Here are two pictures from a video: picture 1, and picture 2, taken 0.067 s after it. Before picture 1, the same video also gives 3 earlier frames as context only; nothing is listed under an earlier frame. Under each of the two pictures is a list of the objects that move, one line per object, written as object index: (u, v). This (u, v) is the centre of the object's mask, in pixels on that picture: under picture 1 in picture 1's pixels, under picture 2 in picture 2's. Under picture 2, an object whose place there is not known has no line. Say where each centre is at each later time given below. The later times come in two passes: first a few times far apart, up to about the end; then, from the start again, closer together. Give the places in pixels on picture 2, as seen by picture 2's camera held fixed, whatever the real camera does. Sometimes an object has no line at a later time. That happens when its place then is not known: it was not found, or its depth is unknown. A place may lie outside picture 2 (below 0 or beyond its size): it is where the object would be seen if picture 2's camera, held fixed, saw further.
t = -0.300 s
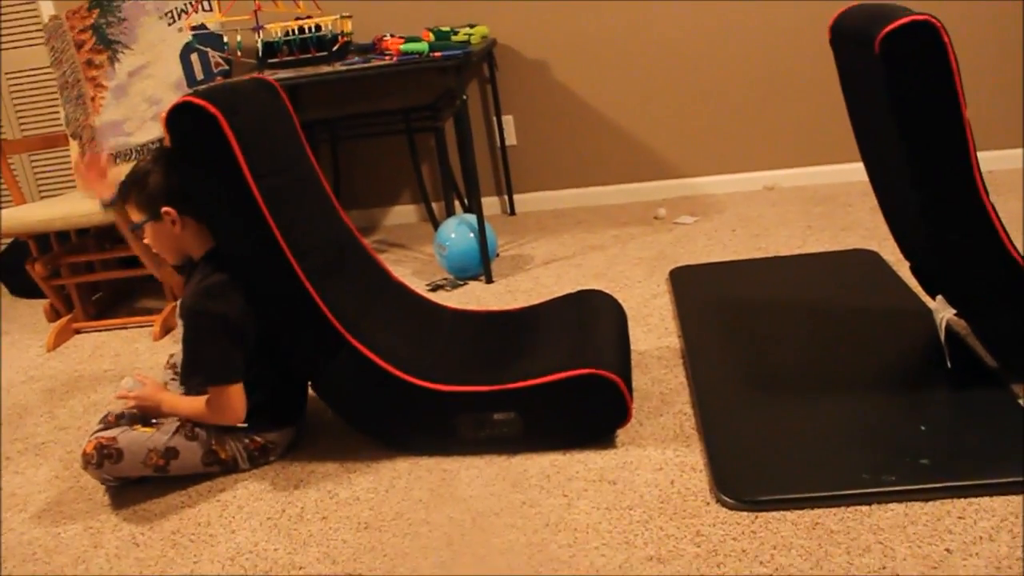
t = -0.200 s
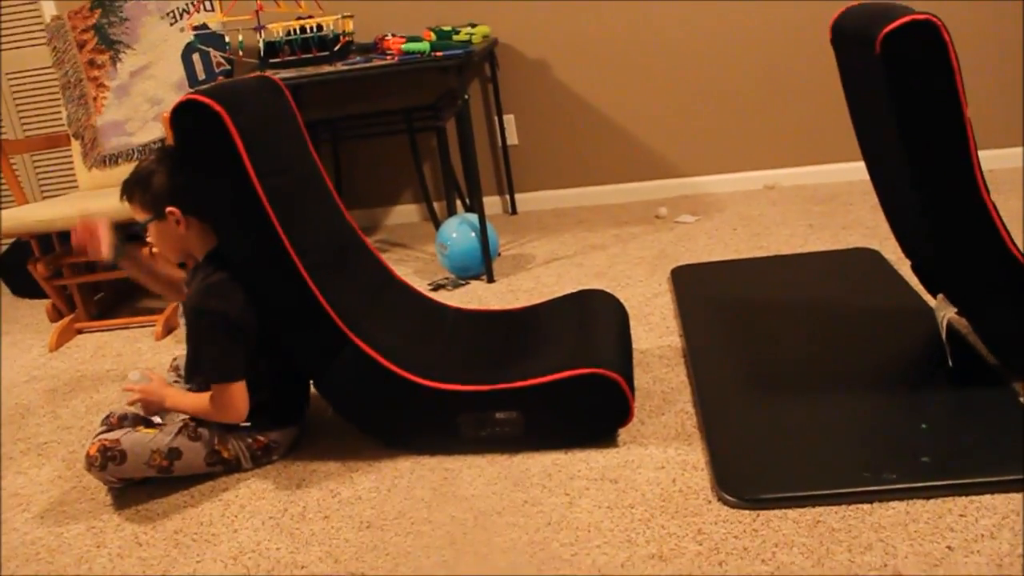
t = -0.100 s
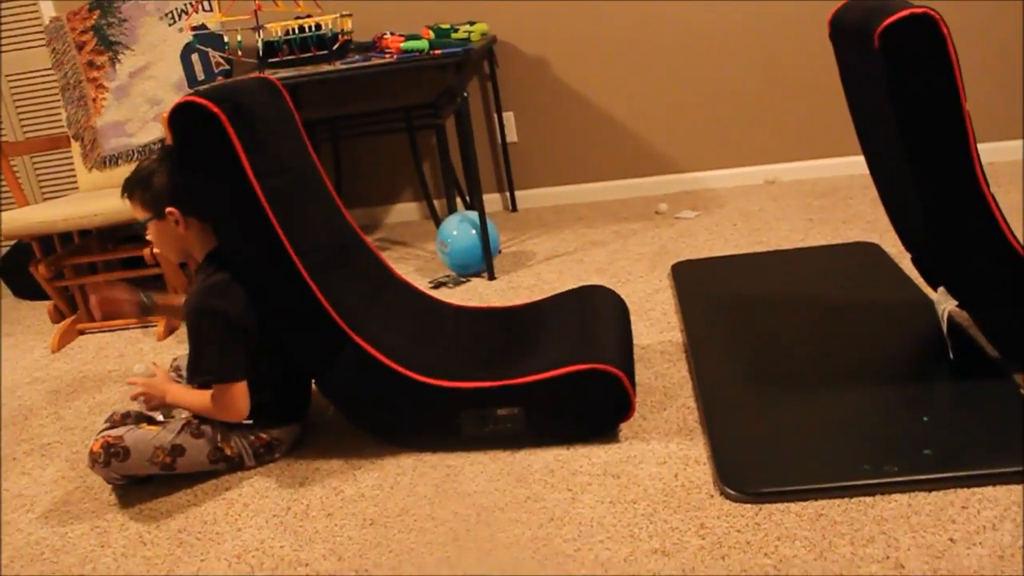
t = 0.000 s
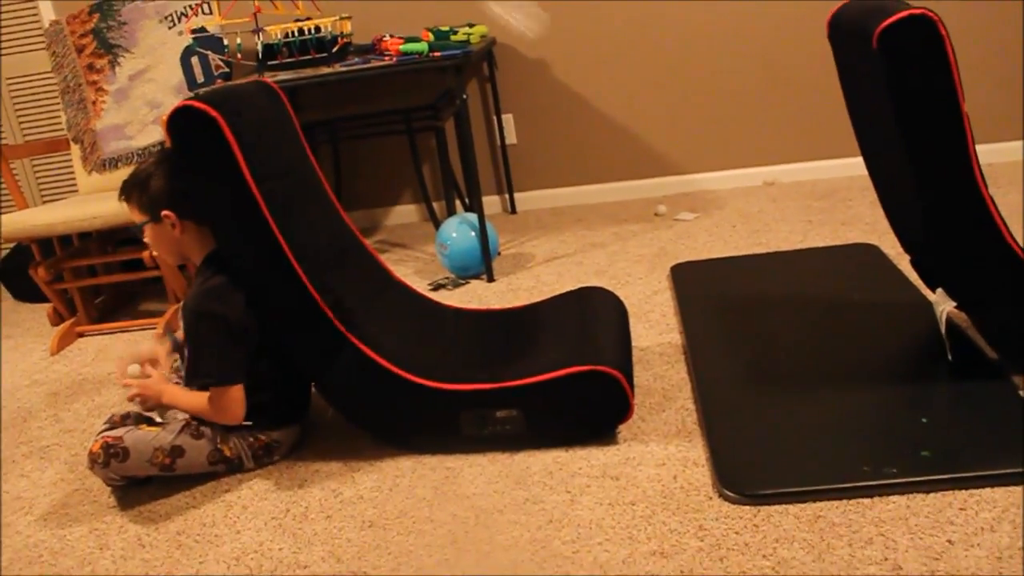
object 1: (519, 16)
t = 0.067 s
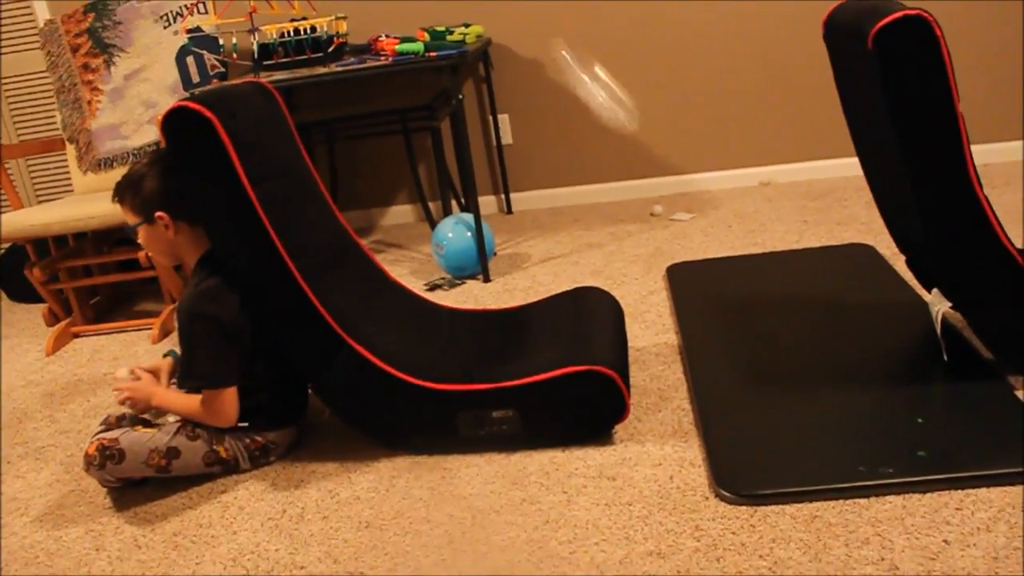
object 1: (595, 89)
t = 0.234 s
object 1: (810, 406)
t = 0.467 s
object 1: (827, 383)
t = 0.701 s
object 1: (813, 471)
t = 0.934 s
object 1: (807, 507)
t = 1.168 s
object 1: (809, 499)
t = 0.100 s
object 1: (643, 142)
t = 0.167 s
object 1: (739, 280)
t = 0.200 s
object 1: (776, 345)
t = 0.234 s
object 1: (810, 406)
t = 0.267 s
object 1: (821, 409)
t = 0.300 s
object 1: (825, 391)
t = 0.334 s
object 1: (827, 380)
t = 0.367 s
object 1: (827, 372)
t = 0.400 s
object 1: (827, 368)
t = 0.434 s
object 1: (827, 373)
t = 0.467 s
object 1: (827, 383)
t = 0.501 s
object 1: (826, 398)
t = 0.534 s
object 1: (825, 418)
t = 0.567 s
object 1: (824, 431)
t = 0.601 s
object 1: (822, 435)
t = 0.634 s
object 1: (818, 444)
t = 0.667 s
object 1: (815, 458)
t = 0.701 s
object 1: (813, 471)
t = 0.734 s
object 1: (812, 473)
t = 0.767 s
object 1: (812, 478)
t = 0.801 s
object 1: (811, 487)
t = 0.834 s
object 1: (809, 495)
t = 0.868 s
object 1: (809, 500)
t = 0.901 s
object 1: (808, 505)
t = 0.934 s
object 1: (807, 507)
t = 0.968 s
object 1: (807, 508)
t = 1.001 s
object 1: (808, 509)
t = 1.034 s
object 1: (807, 509)
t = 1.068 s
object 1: (808, 509)
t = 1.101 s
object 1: (808, 506)
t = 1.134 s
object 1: (809, 503)
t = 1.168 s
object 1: (809, 499)
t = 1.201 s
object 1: (810, 499)
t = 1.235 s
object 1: (810, 499)
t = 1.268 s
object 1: (810, 500)
